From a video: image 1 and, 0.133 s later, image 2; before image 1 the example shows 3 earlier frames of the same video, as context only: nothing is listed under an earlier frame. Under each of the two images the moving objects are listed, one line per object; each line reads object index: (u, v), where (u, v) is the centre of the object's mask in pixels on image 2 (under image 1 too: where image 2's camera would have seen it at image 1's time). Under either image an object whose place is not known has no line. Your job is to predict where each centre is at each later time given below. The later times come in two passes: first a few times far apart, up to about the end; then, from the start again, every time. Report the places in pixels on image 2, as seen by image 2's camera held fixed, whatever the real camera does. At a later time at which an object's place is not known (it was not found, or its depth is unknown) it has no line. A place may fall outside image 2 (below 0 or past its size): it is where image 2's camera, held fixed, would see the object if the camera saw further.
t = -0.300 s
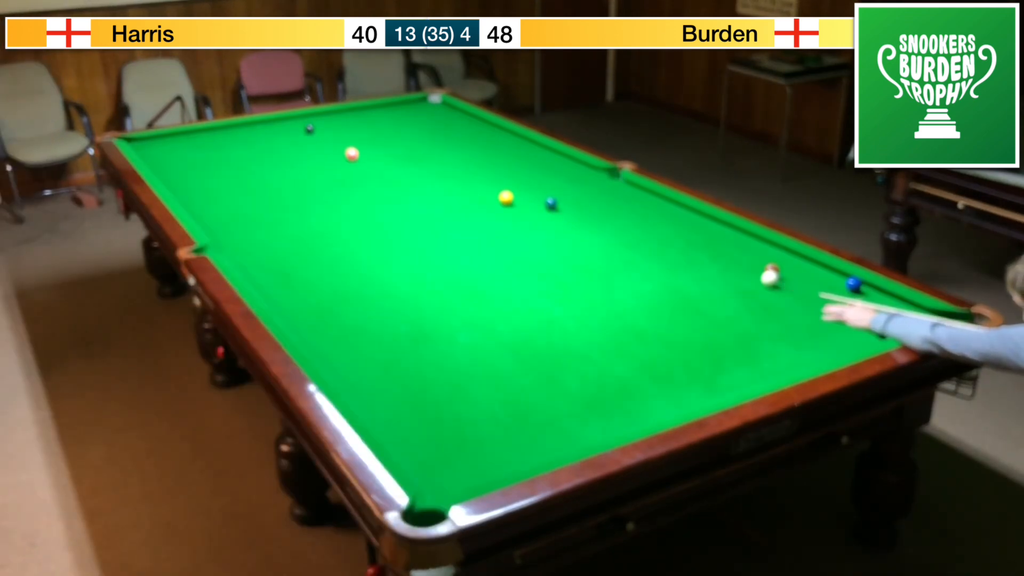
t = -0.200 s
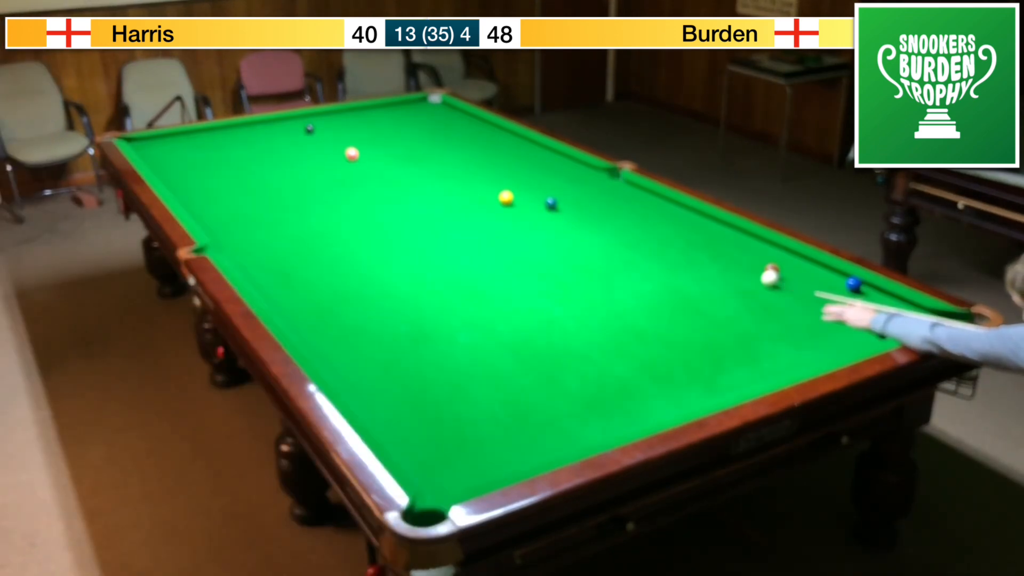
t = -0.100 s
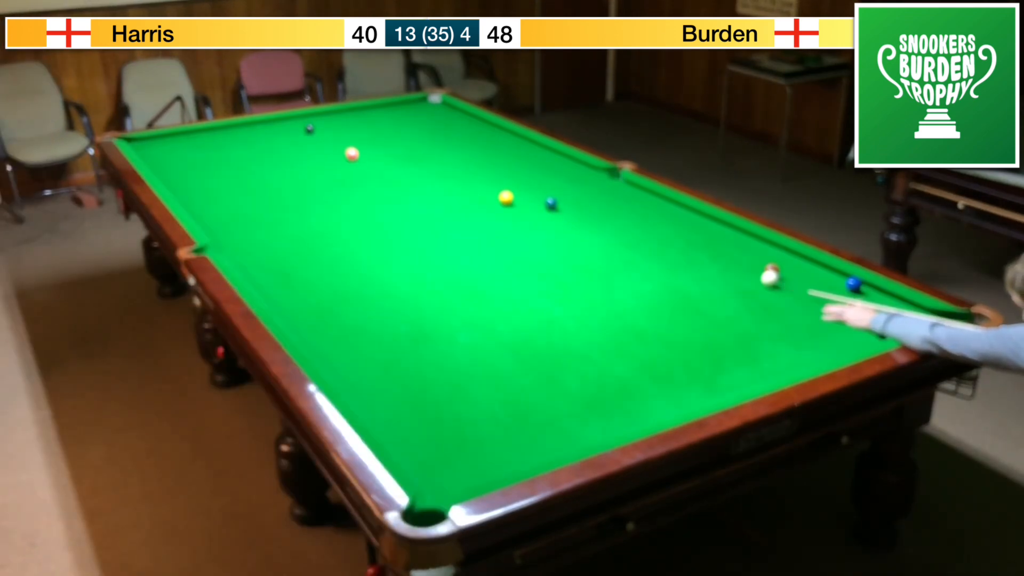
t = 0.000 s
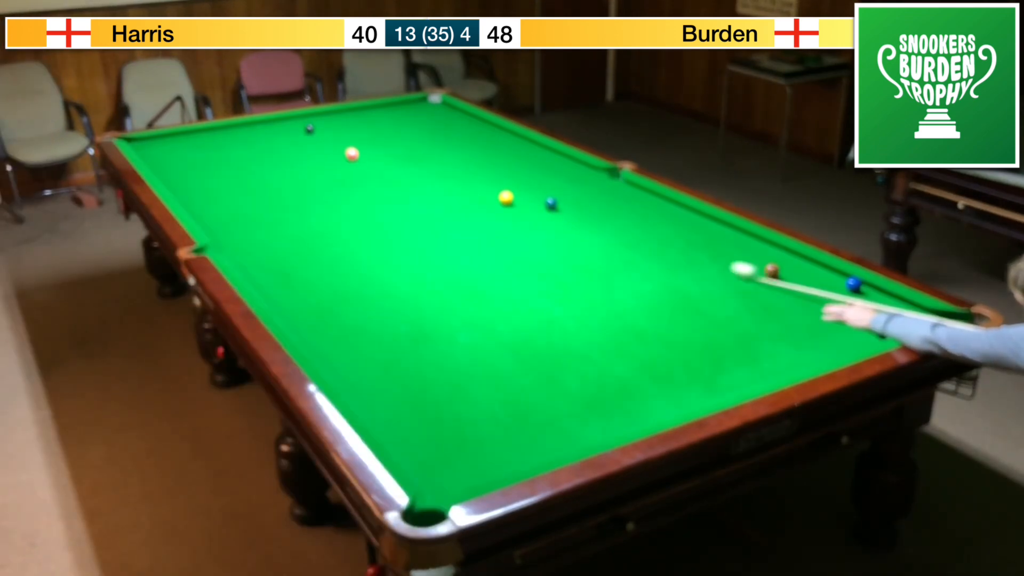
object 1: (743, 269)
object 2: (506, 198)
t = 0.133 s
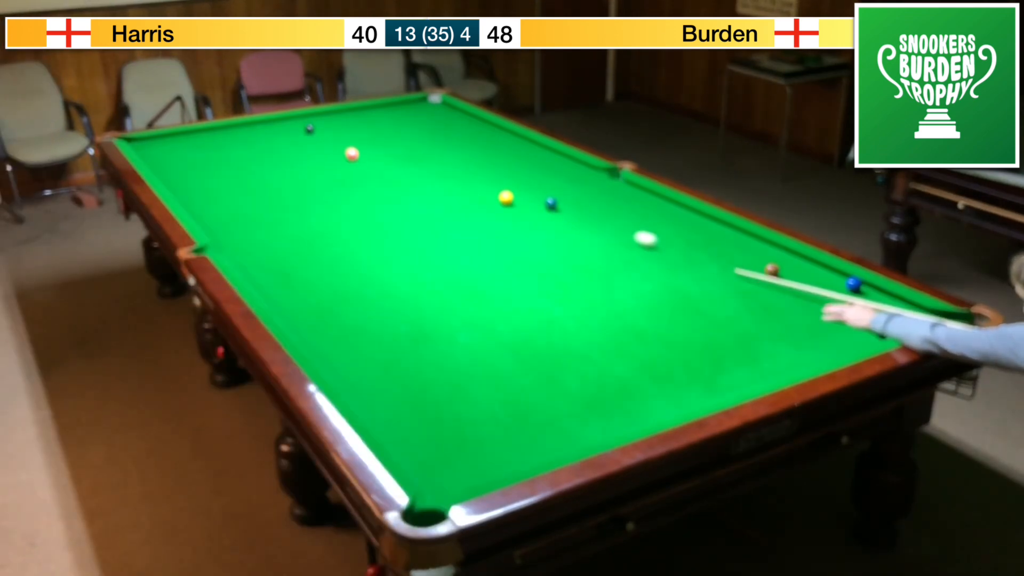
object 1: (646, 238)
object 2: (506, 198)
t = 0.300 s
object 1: (554, 210)
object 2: (506, 198)
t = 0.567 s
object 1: (524, 187)
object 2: (433, 189)
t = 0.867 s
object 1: (530, 173)
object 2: (345, 177)
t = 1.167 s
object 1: (535, 160)
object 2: (266, 167)
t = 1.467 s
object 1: (539, 149)
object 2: (194, 158)
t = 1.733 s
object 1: (531, 143)
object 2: (139, 150)
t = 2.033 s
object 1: (511, 140)
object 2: (160, 136)
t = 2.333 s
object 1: (493, 138)
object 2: (197, 137)
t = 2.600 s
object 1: (478, 136)
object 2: (229, 139)
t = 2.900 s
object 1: (464, 134)
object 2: (263, 140)
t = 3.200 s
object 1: (451, 133)
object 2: (296, 142)
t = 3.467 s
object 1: (441, 131)
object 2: (324, 144)
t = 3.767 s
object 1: (432, 130)
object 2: (354, 144)
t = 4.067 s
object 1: (425, 129)
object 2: (382, 146)
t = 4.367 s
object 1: (419, 128)
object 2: (408, 148)
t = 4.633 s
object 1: (415, 128)
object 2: (429, 149)
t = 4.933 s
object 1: (413, 128)
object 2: (451, 150)
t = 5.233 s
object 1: (412, 128)
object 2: (471, 151)
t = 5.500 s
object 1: (412, 128)
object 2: (486, 151)
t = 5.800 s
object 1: (412, 128)
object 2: (502, 152)
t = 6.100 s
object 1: (412, 128)
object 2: (514, 152)
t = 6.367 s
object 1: (412, 128)
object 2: (524, 153)
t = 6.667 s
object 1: (412, 128)
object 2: (532, 153)
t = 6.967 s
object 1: (412, 128)
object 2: (538, 153)
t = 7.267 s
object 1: (412, 128)
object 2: (540, 153)
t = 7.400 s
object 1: (412, 128)
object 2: (541, 153)
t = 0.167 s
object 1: (625, 232)
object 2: (506, 198)
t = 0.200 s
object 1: (606, 226)
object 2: (506, 198)
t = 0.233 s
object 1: (587, 220)
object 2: (506, 198)
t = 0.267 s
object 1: (570, 215)
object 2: (506, 198)
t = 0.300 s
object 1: (554, 210)
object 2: (506, 198)
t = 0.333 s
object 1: (538, 205)
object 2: (506, 198)
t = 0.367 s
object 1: (524, 200)
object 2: (506, 198)
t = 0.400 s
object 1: (519, 197)
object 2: (498, 197)
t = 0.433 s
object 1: (520, 195)
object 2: (484, 195)
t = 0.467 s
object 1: (521, 193)
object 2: (470, 193)
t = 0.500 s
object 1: (522, 190)
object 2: (457, 191)
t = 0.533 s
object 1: (523, 189)
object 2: (445, 190)
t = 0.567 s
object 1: (524, 187)
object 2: (433, 189)
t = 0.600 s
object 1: (524, 186)
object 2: (422, 187)
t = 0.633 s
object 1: (525, 184)
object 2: (412, 186)
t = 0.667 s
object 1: (526, 182)
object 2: (402, 185)
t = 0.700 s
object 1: (527, 180)
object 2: (392, 183)
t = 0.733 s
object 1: (527, 179)
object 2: (382, 182)
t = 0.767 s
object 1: (528, 177)
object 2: (373, 181)
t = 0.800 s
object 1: (528, 176)
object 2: (363, 180)
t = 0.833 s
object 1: (529, 174)
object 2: (354, 178)
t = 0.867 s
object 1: (530, 173)
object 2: (345, 177)
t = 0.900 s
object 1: (531, 171)
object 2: (336, 176)
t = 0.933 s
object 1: (531, 170)
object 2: (327, 175)
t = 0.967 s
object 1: (532, 168)
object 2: (317, 174)
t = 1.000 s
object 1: (532, 167)
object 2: (309, 172)
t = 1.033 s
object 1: (533, 165)
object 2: (300, 171)
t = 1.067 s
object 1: (533, 164)
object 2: (291, 170)
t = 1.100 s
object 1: (534, 163)
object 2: (283, 169)
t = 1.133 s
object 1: (535, 161)
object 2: (274, 168)
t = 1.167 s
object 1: (535, 160)
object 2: (266, 167)
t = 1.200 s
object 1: (536, 159)
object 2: (257, 166)
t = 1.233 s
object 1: (536, 157)
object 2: (249, 165)
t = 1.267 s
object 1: (537, 156)
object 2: (241, 164)
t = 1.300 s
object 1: (537, 155)
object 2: (233, 163)
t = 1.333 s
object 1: (538, 153)
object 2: (225, 162)
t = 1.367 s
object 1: (538, 152)
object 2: (217, 161)
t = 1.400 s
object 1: (539, 151)
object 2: (209, 160)
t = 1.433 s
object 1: (539, 150)
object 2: (202, 159)
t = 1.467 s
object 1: (539, 149)
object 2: (194, 158)
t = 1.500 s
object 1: (540, 148)
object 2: (187, 157)
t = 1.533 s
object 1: (540, 147)
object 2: (179, 156)
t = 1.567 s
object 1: (541, 145)
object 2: (172, 155)
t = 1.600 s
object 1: (541, 145)
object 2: (165, 154)
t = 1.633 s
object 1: (538, 144)
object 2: (158, 153)
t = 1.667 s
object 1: (536, 144)
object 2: (150, 153)
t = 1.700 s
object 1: (533, 144)
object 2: (144, 152)
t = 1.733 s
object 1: (531, 143)
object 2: (139, 150)
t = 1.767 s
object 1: (528, 143)
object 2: (142, 149)
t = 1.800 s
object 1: (526, 143)
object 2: (145, 147)
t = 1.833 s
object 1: (524, 142)
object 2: (147, 145)
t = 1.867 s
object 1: (522, 142)
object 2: (150, 144)
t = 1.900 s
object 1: (520, 142)
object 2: (152, 142)
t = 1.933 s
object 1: (517, 141)
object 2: (154, 140)
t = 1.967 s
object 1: (515, 141)
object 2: (156, 139)
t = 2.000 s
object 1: (513, 141)
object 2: (158, 137)
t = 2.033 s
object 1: (511, 140)
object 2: (160, 136)
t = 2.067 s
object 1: (509, 140)
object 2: (164, 135)
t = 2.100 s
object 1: (507, 140)
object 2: (168, 135)
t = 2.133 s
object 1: (505, 140)
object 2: (172, 136)
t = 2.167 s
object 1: (503, 139)
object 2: (177, 136)
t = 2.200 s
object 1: (501, 139)
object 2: (181, 136)
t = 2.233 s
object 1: (499, 139)
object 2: (185, 137)
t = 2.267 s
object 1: (497, 138)
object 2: (189, 137)
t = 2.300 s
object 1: (495, 138)
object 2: (193, 137)
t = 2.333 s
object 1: (493, 138)
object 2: (197, 137)
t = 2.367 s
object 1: (491, 138)
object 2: (201, 137)
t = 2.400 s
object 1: (489, 137)
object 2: (205, 138)
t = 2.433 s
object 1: (487, 137)
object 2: (209, 138)
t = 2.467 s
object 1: (486, 137)
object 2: (213, 138)
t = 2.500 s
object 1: (484, 137)
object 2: (217, 138)
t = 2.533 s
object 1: (482, 136)
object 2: (221, 138)
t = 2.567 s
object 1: (480, 136)
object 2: (225, 138)
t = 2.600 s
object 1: (478, 136)
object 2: (229, 139)
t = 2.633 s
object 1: (477, 136)
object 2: (233, 139)
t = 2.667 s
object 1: (475, 135)
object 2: (237, 139)
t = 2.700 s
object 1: (473, 135)
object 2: (240, 139)
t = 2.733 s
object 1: (472, 135)
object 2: (244, 139)
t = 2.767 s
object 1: (470, 135)
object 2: (248, 140)
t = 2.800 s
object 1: (469, 134)
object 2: (252, 140)
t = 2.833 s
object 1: (467, 134)
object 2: (256, 140)
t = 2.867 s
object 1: (465, 134)
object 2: (259, 140)
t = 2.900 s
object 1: (464, 134)
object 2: (263, 140)
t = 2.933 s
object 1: (462, 134)
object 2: (267, 141)
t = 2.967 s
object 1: (461, 134)
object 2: (271, 141)
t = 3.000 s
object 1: (459, 133)
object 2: (275, 141)
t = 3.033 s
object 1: (458, 133)
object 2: (278, 141)
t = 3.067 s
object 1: (456, 133)
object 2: (282, 141)
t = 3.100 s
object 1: (455, 133)
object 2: (285, 142)
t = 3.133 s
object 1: (454, 133)
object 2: (289, 142)
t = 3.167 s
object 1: (452, 133)
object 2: (292, 142)
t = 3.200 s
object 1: (451, 133)
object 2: (296, 142)
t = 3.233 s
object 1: (450, 132)
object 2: (300, 142)
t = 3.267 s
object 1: (449, 132)
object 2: (303, 143)
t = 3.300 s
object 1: (447, 132)
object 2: (307, 143)
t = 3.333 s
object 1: (446, 132)
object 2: (310, 143)
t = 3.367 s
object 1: (445, 132)
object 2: (314, 143)
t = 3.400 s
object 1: (444, 132)
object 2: (317, 143)
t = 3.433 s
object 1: (443, 131)
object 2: (321, 143)
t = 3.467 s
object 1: (441, 131)
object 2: (324, 144)
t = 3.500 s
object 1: (440, 131)
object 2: (328, 144)
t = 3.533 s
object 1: (439, 131)
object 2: (331, 144)
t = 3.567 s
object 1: (438, 131)
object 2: (334, 144)
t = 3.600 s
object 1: (437, 131)
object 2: (338, 144)
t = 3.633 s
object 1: (436, 130)
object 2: (341, 144)
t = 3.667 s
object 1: (435, 130)
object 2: (344, 144)
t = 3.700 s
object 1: (434, 130)
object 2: (347, 144)
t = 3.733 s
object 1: (433, 130)
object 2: (351, 144)
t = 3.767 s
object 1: (432, 130)
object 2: (354, 144)
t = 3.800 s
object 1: (431, 130)
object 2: (358, 145)
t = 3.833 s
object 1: (430, 130)
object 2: (361, 145)
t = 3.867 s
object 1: (429, 130)
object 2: (363, 145)
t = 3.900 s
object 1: (428, 129)
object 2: (367, 145)
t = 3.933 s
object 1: (428, 129)
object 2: (370, 146)
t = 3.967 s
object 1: (427, 129)
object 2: (373, 146)
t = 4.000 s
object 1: (426, 129)
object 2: (376, 146)
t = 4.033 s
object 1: (425, 129)
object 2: (379, 146)
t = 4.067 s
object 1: (425, 129)
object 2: (382, 146)
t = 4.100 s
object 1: (424, 129)
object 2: (385, 147)
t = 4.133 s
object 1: (423, 129)
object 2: (388, 147)
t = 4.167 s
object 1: (422, 129)
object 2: (391, 147)
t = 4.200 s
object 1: (422, 129)
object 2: (394, 147)
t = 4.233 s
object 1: (421, 129)
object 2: (397, 147)
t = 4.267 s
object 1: (420, 129)
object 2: (400, 147)
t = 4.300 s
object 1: (420, 128)
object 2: (402, 147)
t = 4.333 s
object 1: (419, 128)
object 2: (405, 148)
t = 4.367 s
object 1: (419, 128)
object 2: (408, 148)
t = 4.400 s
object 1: (418, 128)
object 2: (411, 148)
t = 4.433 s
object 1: (418, 128)
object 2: (414, 148)
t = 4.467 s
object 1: (417, 128)
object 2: (416, 148)
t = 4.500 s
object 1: (417, 128)
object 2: (419, 148)
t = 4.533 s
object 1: (416, 128)
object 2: (422, 148)
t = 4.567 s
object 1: (416, 128)
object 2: (424, 149)
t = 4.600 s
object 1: (415, 128)
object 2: (427, 149)
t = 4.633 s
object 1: (415, 128)
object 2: (429, 149)
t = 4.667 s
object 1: (415, 128)
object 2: (432, 149)
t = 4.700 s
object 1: (414, 128)
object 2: (434, 149)
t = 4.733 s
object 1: (414, 128)
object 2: (437, 149)
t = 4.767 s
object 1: (414, 128)
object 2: (439, 149)
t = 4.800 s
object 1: (413, 128)
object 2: (442, 149)
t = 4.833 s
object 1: (413, 128)
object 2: (444, 149)
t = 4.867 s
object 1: (413, 128)
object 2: (447, 150)
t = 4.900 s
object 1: (413, 128)
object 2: (449, 150)
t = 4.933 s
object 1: (413, 128)
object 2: (451, 150)
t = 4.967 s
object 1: (413, 128)
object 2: (454, 150)
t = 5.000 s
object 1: (412, 128)
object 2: (456, 150)
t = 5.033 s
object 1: (412, 128)
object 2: (458, 150)
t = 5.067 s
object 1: (412, 128)
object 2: (460, 150)
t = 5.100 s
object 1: (412, 128)
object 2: (462, 150)
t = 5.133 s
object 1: (412, 128)
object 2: (465, 150)
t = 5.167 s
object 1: (412, 128)
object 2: (467, 151)
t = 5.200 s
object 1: (412, 128)
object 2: (469, 151)
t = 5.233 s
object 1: (412, 128)
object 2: (471, 151)
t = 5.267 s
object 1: (412, 128)
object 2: (473, 151)
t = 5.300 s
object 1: (412, 128)
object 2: (475, 151)
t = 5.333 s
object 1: (412, 128)
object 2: (477, 151)
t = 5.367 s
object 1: (412, 128)
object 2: (479, 151)
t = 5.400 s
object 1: (412, 128)
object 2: (481, 151)
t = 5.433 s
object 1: (412, 128)
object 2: (483, 151)
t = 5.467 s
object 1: (412, 128)
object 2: (485, 151)
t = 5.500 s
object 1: (412, 128)
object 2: (486, 151)
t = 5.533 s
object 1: (412, 128)
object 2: (488, 151)
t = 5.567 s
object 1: (412, 128)
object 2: (490, 152)
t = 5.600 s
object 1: (412, 128)
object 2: (492, 152)
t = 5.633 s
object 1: (412, 128)
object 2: (494, 152)
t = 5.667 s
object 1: (412, 128)
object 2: (495, 152)
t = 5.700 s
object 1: (412, 128)
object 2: (497, 152)
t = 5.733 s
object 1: (412, 128)
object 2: (499, 152)
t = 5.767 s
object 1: (412, 128)
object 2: (500, 152)
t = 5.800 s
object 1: (412, 128)
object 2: (502, 152)
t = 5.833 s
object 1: (412, 128)
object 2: (503, 152)
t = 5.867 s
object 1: (412, 128)
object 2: (505, 152)
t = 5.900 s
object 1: (412, 128)
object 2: (506, 152)
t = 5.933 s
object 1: (412, 128)
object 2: (508, 152)
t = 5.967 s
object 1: (412, 128)
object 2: (509, 152)
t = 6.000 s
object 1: (412, 128)
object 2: (511, 152)
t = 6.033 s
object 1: (412, 128)
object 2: (512, 152)
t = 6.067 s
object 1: (412, 128)
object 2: (513, 152)
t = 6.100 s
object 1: (412, 128)
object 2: (514, 152)
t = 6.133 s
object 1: (412, 128)
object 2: (516, 152)
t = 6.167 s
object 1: (412, 128)
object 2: (517, 152)
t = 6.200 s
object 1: (412, 128)
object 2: (518, 152)
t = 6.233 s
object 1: (412, 128)
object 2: (520, 152)
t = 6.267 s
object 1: (412, 128)
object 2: (521, 153)
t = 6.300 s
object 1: (412, 128)
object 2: (522, 153)
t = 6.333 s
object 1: (412, 128)
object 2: (523, 153)
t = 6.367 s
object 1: (412, 128)
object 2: (524, 153)
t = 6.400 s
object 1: (412, 128)
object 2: (525, 153)
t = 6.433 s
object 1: (412, 128)
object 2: (526, 153)
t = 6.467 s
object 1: (412, 128)
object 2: (527, 153)
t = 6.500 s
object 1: (412, 128)
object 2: (528, 153)
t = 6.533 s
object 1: (412, 128)
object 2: (529, 153)
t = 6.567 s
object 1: (412, 128)
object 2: (530, 153)
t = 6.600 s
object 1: (412, 128)
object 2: (530, 153)
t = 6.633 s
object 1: (412, 128)
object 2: (531, 153)
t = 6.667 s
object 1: (412, 128)
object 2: (532, 153)
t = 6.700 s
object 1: (412, 128)
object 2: (533, 153)
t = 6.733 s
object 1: (412, 128)
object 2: (533, 153)
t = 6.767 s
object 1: (412, 128)
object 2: (534, 153)
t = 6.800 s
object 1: (412, 128)
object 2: (535, 153)
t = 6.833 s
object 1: (412, 128)
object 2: (535, 153)
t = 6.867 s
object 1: (412, 128)
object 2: (536, 153)
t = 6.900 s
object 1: (412, 128)
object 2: (536, 153)
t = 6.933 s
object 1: (412, 128)
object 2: (537, 153)
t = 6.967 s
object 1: (412, 128)
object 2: (538, 153)
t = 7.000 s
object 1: (412, 128)
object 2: (538, 153)
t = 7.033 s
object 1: (412, 128)
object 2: (538, 153)
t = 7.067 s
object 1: (412, 128)
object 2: (539, 153)
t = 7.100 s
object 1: (412, 128)
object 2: (539, 153)
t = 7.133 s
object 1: (412, 128)
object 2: (539, 153)
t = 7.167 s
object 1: (412, 128)
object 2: (540, 153)
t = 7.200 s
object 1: (412, 128)
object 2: (540, 153)
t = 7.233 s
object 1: (412, 128)
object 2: (540, 153)
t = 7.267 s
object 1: (412, 128)
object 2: (540, 153)
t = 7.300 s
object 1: (412, 128)
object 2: (541, 153)
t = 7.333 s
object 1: (412, 128)
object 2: (541, 153)
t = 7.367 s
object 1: (412, 128)
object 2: (541, 153)
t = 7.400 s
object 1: (412, 128)
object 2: (541, 153)
